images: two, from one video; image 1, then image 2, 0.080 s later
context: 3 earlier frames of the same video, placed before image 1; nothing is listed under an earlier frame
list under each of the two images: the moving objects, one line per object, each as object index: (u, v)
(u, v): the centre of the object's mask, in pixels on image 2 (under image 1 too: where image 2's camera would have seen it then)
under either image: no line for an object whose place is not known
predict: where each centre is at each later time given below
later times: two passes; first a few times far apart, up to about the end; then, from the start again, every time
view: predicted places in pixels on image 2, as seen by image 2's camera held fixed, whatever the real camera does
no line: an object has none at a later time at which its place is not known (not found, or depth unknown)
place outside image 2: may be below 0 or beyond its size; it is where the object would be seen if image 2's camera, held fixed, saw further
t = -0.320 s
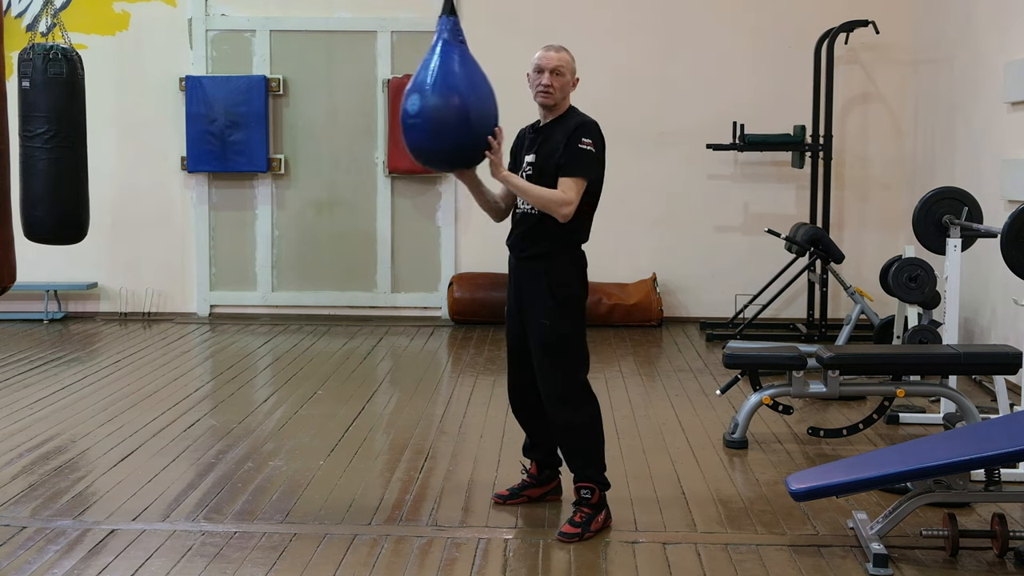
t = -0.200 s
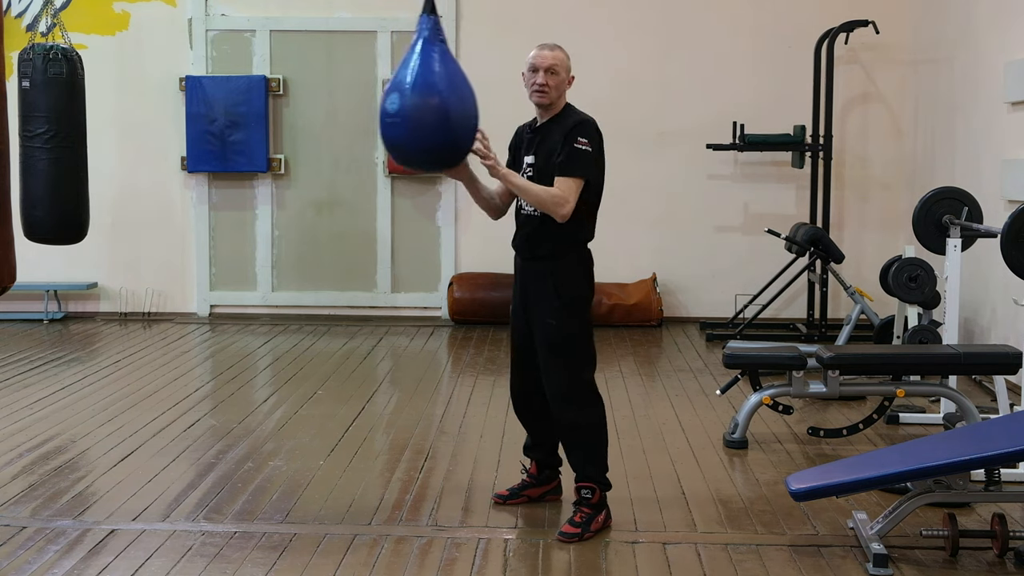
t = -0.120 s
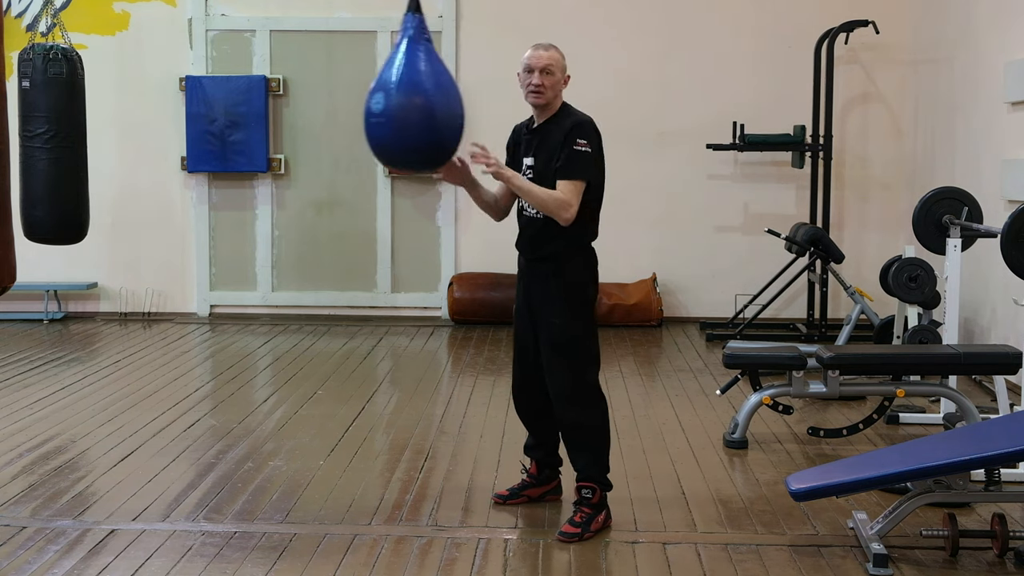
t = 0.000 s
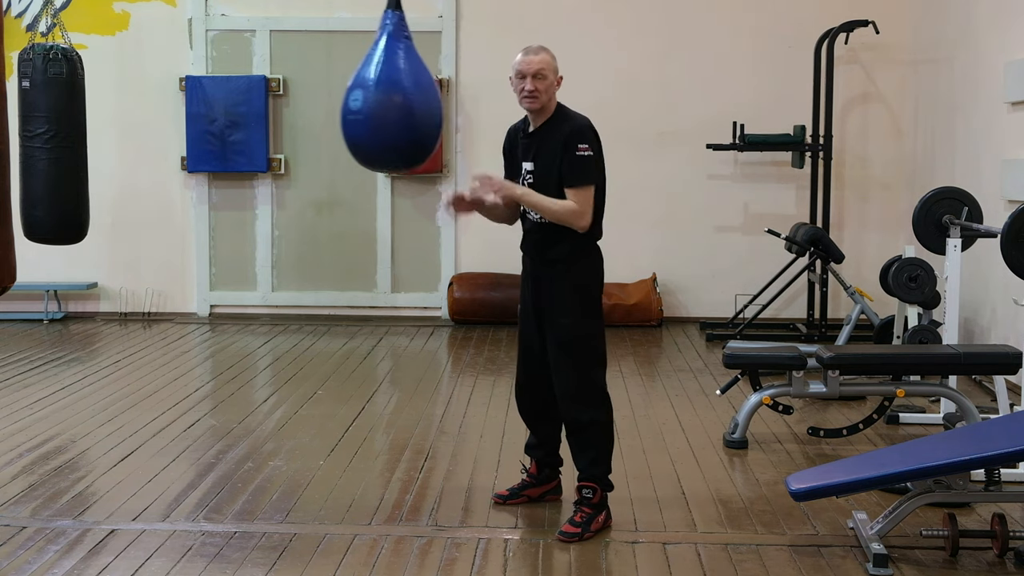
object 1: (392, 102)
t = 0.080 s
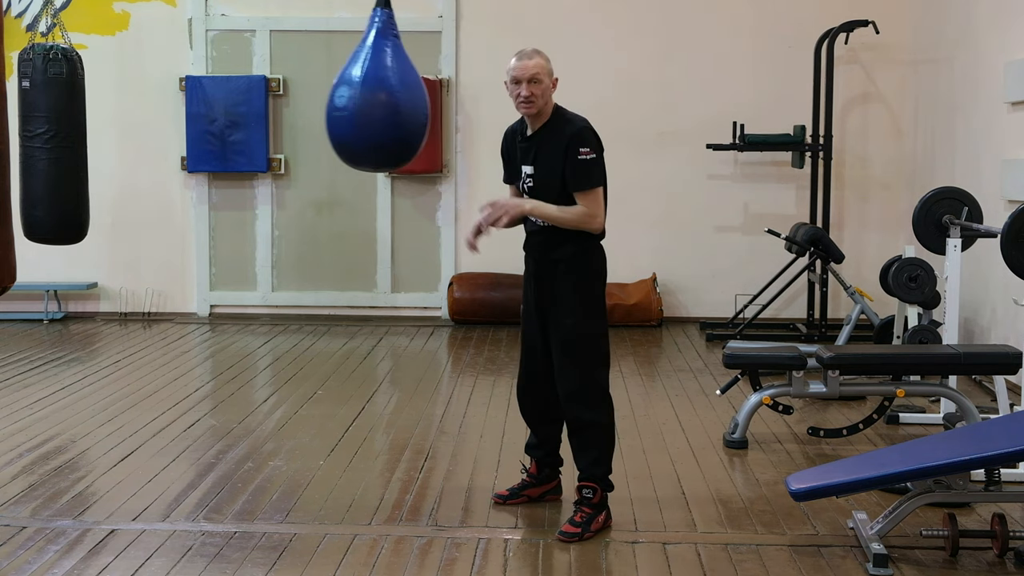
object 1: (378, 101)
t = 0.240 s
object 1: (353, 98)
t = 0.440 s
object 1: (329, 94)
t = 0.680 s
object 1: (319, 93)
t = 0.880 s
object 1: (326, 94)
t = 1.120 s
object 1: (354, 98)
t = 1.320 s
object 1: (385, 101)
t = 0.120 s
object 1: (371, 100)
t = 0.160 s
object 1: (365, 99)
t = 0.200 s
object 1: (359, 99)
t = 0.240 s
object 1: (353, 98)
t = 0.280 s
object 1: (347, 97)
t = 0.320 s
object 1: (342, 96)
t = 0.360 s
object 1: (337, 96)
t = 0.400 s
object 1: (333, 95)
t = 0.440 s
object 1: (329, 94)
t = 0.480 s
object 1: (326, 94)
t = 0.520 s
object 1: (323, 93)
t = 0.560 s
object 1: (321, 93)
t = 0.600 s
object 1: (319, 93)
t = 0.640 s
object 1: (319, 93)
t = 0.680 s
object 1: (319, 93)
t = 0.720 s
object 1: (319, 93)
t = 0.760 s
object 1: (320, 93)
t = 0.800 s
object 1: (321, 93)
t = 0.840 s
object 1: (323, 94)
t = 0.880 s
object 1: (326, 94)
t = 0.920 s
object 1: (330, 95)
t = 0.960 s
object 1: (334, 95)
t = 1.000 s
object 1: (338, 96)
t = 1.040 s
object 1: (343, 97)
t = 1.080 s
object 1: (348, 98)
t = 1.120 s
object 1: (354, 98)
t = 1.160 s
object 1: (360, 99)
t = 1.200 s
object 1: (366, 100)
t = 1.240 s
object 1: (372, 101)
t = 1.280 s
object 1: (379, 101)
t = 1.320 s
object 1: (385, 101)
